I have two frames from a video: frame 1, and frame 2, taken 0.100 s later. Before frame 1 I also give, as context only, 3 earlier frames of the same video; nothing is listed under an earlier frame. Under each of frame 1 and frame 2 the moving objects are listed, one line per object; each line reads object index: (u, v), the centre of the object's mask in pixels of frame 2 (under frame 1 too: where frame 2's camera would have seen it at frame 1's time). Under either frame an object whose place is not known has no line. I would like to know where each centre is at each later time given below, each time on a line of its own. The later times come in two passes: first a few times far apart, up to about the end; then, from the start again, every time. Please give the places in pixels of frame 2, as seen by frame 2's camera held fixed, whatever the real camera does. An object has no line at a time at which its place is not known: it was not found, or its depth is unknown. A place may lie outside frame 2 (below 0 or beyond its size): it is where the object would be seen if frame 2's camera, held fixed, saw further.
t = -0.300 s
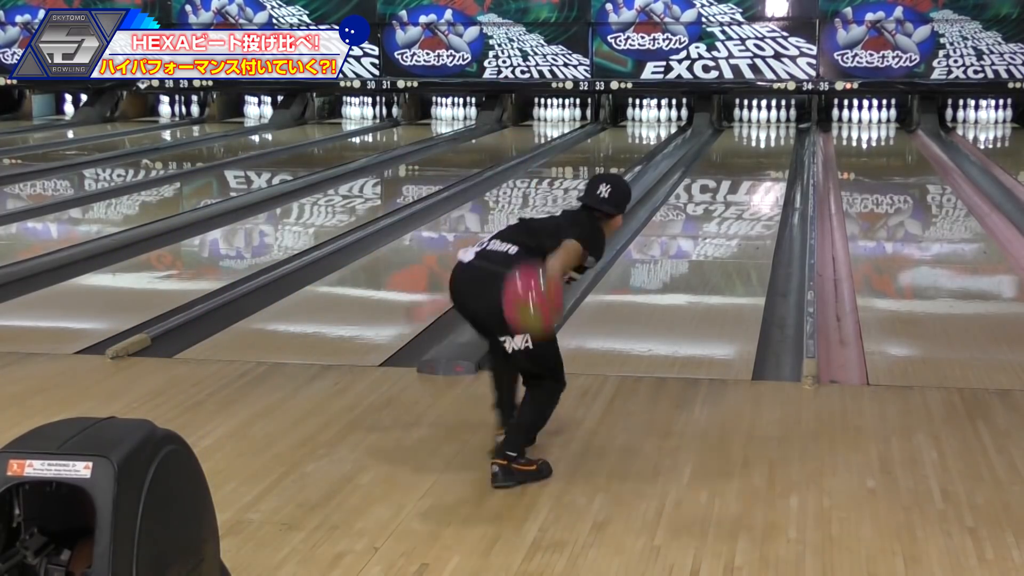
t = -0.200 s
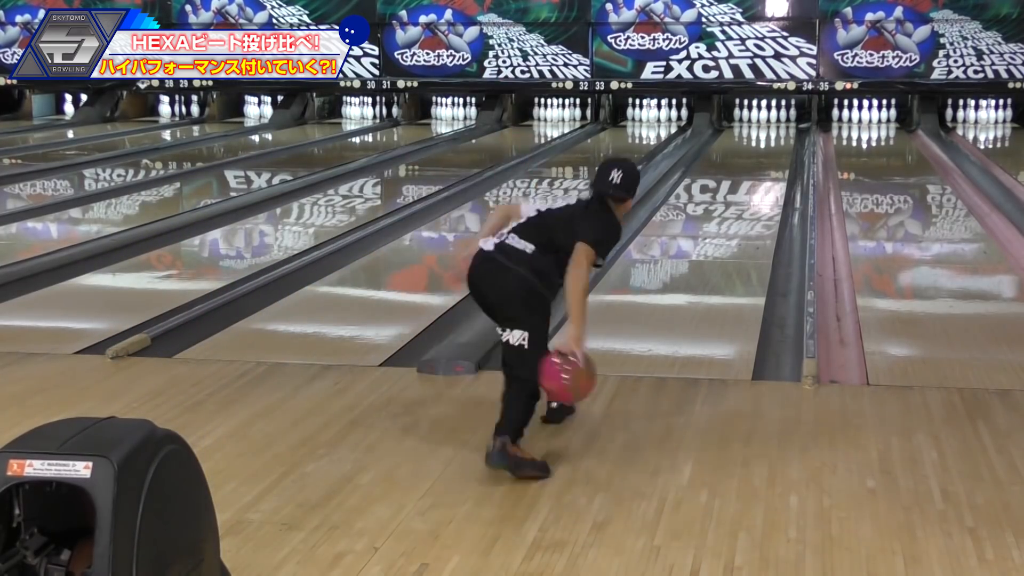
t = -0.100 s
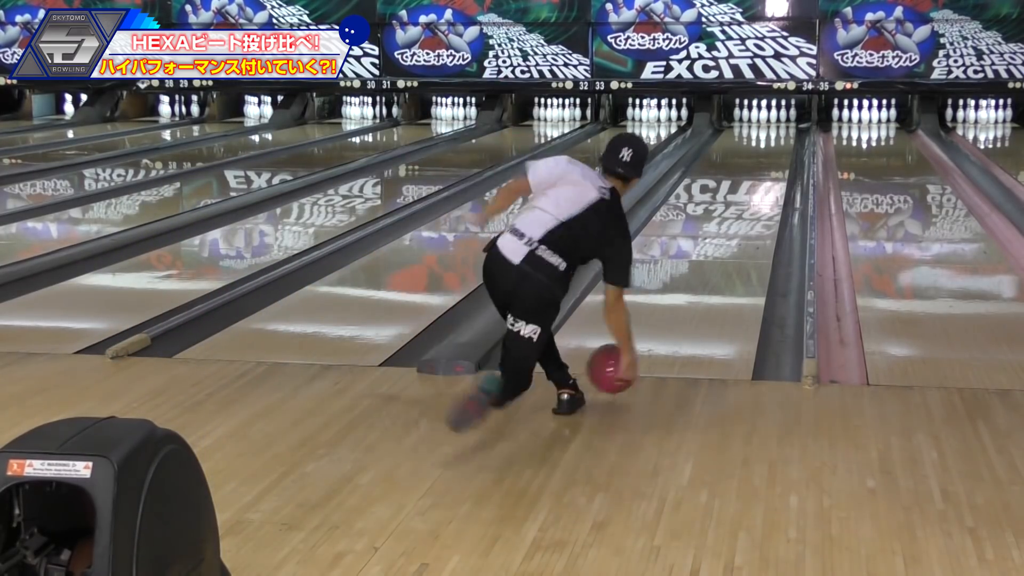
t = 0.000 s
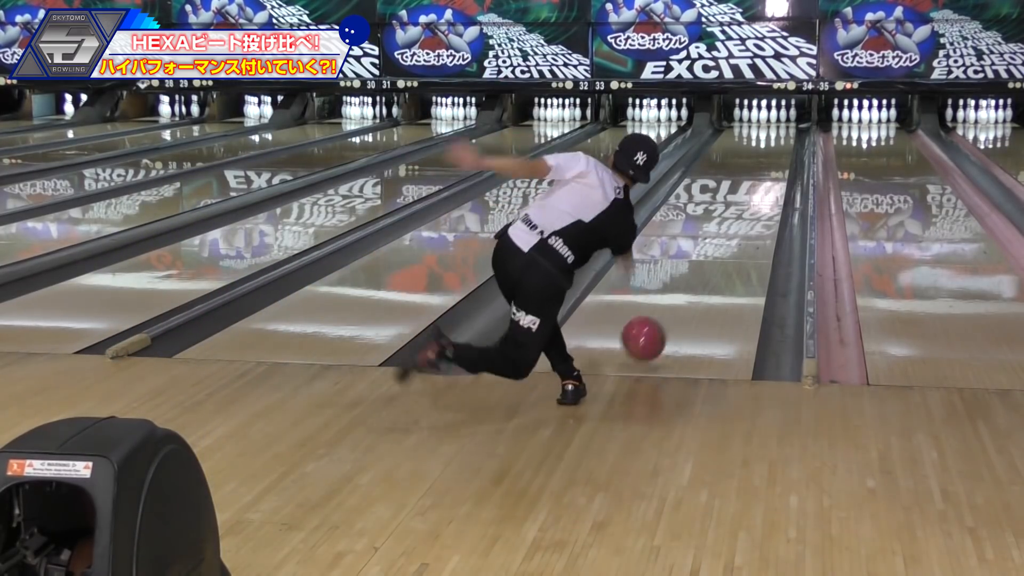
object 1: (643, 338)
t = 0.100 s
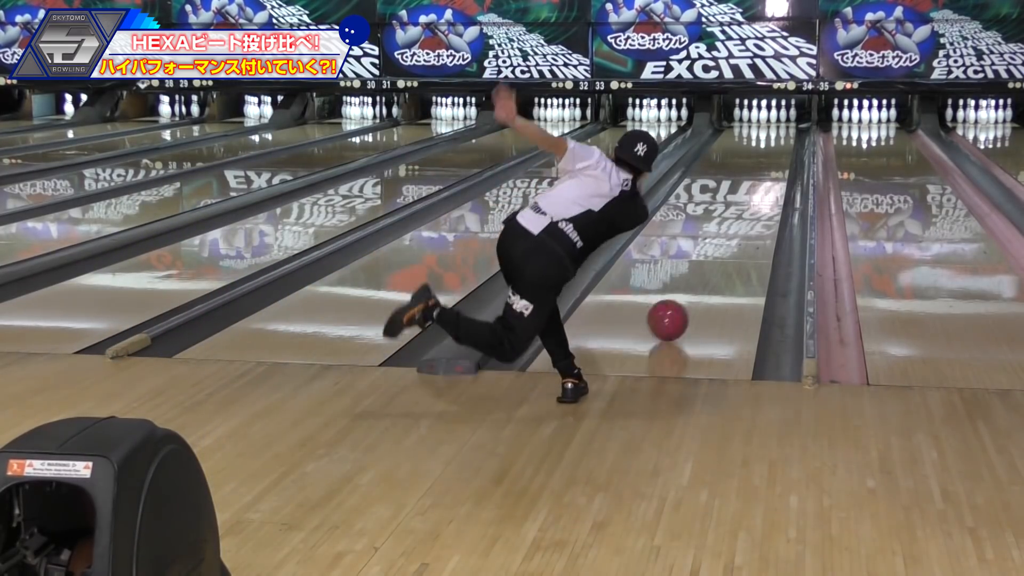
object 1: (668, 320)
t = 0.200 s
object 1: (688, 296)
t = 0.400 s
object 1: (719, 257)
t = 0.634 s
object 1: (744, 224)
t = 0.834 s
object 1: (760, 202)
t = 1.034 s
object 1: (772, 185)
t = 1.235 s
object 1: (780, 171)
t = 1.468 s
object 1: (786, 158)
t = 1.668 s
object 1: (788, 148)
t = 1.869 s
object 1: (789, 140)
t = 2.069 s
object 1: (786, 132)
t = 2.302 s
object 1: (778, 125)
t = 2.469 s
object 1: (771, 121)
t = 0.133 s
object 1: (675, 312)
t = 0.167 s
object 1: (681, 303)
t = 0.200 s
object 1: (688, 296)
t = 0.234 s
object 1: (694, 288)
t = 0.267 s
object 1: (699, 281)
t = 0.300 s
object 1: (705, 276)
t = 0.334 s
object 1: (709, 270)
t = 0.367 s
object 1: (714, 264)
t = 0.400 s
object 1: (719, 257)
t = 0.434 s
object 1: (723, 252)
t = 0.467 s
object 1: (727, 247)
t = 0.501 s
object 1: (731, 242)
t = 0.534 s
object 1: (734, 237)
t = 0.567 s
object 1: (738, 233)
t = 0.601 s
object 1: (741, 229)
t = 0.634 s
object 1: (744, 224)
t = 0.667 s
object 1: (748, 220)
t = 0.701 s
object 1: (750, 216)
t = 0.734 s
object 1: (753, 213)
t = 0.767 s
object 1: (755, 209)
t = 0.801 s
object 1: (758, 205)
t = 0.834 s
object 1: (760, 202)
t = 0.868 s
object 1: (762, 199)
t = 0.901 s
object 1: (765, 196)
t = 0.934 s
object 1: (767, 193)
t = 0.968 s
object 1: (768, 191)
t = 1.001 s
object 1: (770, 188)
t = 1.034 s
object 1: (772, 185)
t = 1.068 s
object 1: (774, 182)
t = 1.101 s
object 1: (775, 180)
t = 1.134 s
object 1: (776, 178)
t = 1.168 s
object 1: (778, 176)
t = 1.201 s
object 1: (779, 173)
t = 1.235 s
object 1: (780, 171)
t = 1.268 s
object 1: (781, 169)
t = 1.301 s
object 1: (782, 167)
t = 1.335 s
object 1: (783, 165)
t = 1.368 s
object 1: (784, 163)
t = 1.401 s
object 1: (784, 162)
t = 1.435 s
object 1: (785, 160)
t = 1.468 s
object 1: (786, 158)
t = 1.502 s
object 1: (786, 156)
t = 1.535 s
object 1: (787, 155)
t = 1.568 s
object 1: (787, 153)
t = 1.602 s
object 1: (787, 151)
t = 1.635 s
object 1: (788, 149)
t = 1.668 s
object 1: (788, 148)
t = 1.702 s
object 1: (788, 146)
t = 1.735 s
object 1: (788, 145)
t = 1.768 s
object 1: (789, 144)
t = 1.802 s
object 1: (789, 142)
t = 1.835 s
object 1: (789, 141)
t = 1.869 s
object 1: (789, 140)
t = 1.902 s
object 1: (788, 138)
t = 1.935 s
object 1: (788, 137)
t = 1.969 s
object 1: (788, 136)
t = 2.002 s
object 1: (787, 135)
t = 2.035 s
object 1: (786, 133)
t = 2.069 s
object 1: (786, 132)
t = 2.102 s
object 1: (785, 131)
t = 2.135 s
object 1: (784, 130)
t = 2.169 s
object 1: (783, 129)
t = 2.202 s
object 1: (781, 128)
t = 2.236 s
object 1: (781, 127)
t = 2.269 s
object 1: (779, 126)
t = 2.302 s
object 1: (778, 125)
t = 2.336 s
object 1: (775, 125)
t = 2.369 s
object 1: (774, 124)
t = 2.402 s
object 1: (773, 123)
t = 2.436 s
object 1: (773, 122)
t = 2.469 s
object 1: (771, 121)
